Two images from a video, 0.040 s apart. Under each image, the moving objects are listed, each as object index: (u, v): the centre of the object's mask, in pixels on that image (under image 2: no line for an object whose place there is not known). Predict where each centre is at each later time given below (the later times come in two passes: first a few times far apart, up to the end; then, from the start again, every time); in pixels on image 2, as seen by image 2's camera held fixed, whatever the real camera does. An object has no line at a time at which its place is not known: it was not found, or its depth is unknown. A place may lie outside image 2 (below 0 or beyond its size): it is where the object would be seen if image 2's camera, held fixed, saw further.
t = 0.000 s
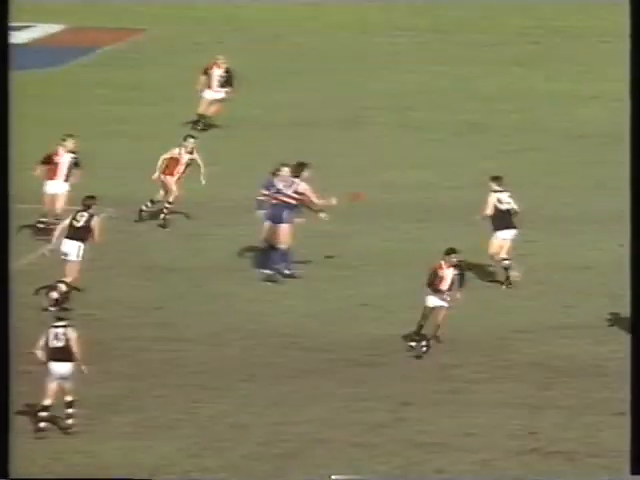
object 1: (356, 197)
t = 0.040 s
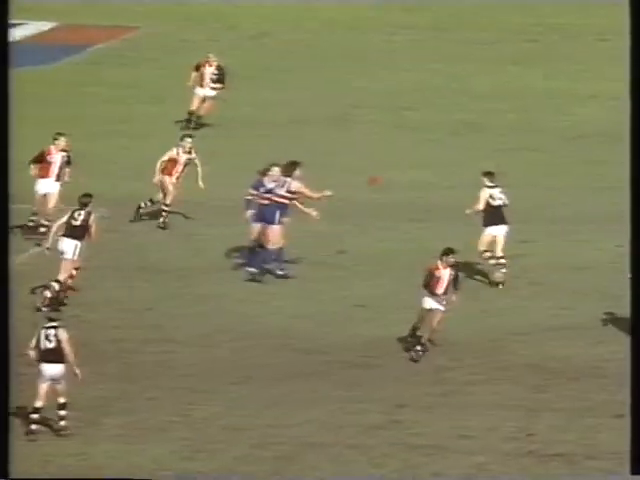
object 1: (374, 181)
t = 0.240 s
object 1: (479, 120)
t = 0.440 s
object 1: (570, 84)
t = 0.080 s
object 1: (394, 167)
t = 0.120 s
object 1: (418, 153)
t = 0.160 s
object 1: (436, 141)
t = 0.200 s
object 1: (456, 131)
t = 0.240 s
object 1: (479, 120)
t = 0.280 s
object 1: (498, 112)
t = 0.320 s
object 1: (515, 103)
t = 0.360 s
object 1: (534, 96)
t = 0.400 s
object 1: (553, 90)
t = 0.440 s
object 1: (570, 84)
